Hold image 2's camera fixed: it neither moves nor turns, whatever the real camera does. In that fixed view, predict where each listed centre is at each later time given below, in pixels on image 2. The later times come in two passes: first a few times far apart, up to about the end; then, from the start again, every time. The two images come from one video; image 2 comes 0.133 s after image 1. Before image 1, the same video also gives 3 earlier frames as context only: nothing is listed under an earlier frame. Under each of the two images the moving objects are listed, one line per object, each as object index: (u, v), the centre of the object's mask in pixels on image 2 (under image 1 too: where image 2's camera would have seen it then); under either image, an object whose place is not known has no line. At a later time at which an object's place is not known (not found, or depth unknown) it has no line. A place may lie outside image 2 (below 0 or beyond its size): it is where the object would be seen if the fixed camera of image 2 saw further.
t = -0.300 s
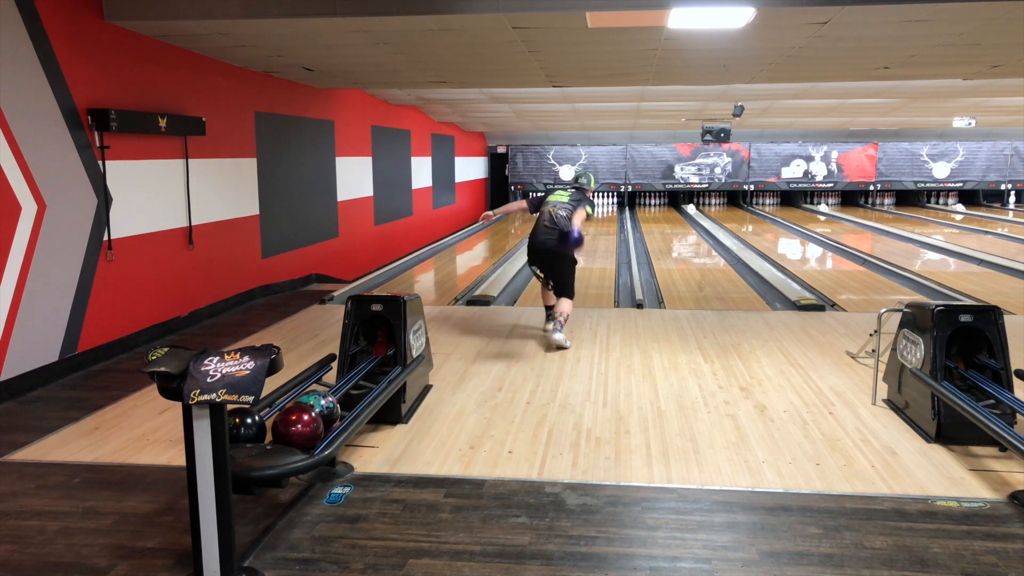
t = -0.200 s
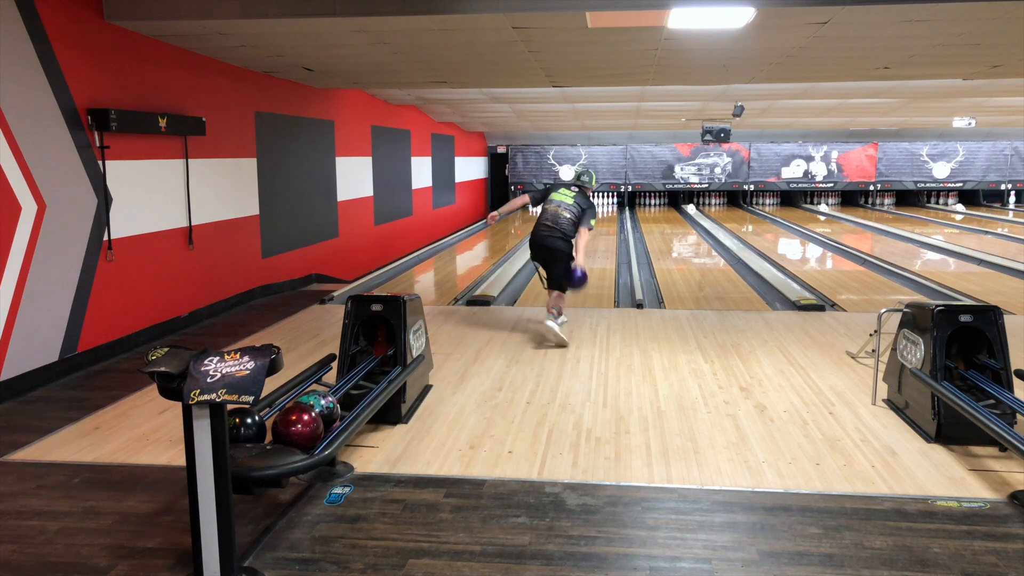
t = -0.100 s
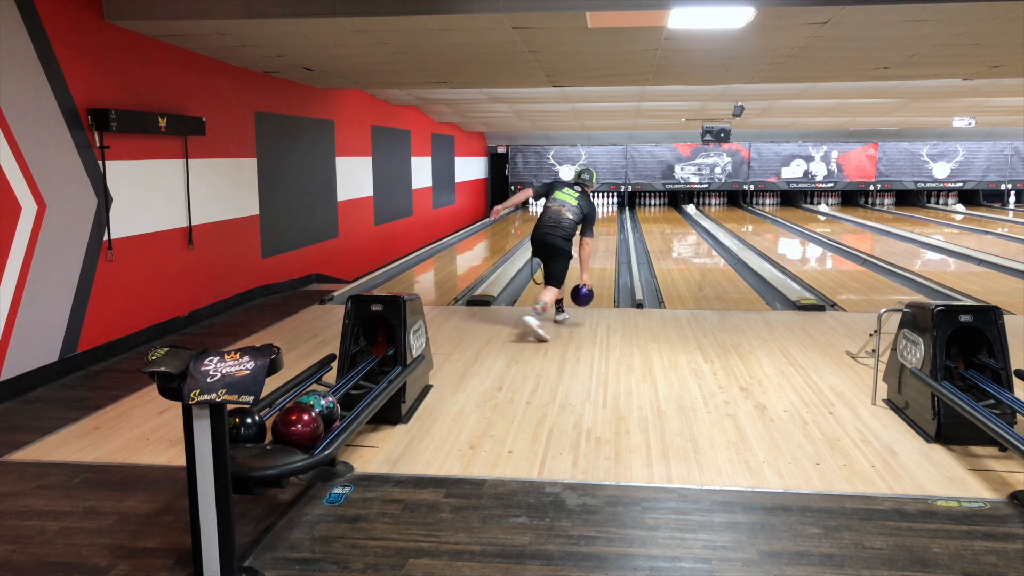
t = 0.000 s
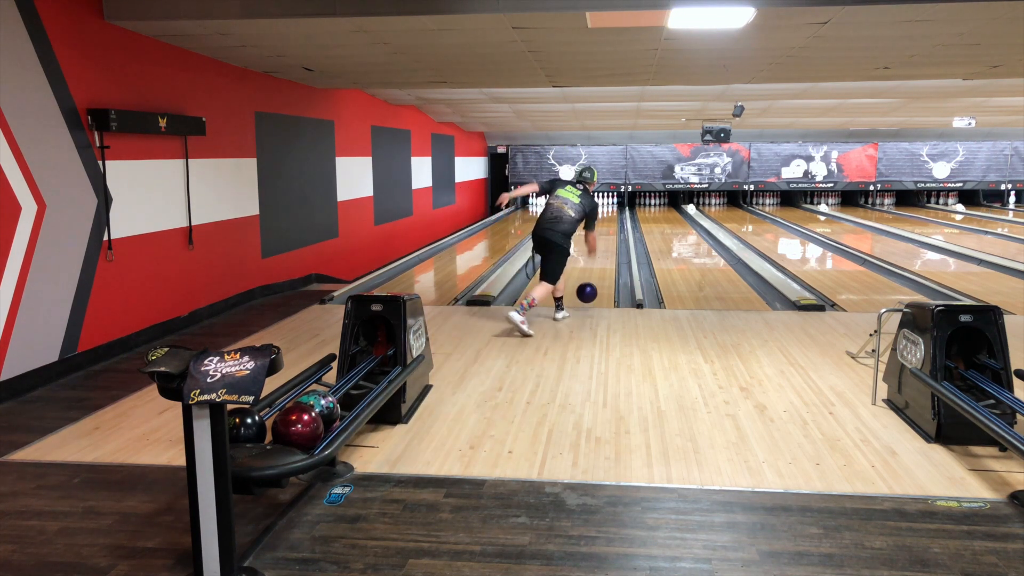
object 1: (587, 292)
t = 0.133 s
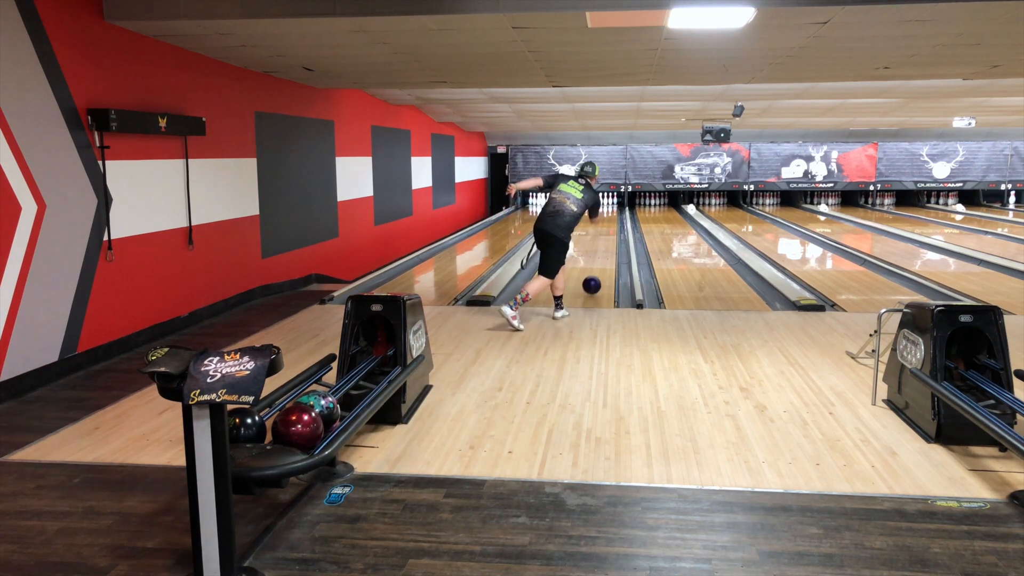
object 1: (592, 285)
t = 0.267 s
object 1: (595, 273)
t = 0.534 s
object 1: (601, 254)
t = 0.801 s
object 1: (607, 241)
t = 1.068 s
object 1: (606, 231)
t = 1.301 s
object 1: (607, 224)
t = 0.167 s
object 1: (593, 282)
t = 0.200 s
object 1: (593, 280)
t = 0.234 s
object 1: (594, 276)
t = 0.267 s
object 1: (595, 273)
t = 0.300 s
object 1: (596, 271)
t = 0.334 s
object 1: (597, 268)
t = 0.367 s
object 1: (598, 265)
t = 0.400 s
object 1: (598, 263)
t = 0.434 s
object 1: (599, 260)
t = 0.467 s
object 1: (599, 258)
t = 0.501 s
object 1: (600, 256)
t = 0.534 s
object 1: (601, 254)
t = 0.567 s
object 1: (601, 252)
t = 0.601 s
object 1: (602, 250)
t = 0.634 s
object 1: (602, 248)
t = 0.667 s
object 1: (602, 247)
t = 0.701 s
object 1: (603, 245)
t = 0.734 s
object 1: (603, 244)
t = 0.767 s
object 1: (604, 243)
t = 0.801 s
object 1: (607, 241)
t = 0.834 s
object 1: (605, 239)
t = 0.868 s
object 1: (605, 238)
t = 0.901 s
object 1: (605, 237)
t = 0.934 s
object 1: (605, 236)
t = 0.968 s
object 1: (605, 234)
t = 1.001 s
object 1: (605, 233)
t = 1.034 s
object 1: (606, 232)
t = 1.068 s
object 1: (606, 231)
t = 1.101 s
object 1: (606, 230)
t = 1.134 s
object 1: (606, 229)
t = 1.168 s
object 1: (606, 228)
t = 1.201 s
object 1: (606, 227)
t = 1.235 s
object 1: (607, 226)
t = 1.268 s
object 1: (607, 225)
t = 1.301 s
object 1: (607, 224)
